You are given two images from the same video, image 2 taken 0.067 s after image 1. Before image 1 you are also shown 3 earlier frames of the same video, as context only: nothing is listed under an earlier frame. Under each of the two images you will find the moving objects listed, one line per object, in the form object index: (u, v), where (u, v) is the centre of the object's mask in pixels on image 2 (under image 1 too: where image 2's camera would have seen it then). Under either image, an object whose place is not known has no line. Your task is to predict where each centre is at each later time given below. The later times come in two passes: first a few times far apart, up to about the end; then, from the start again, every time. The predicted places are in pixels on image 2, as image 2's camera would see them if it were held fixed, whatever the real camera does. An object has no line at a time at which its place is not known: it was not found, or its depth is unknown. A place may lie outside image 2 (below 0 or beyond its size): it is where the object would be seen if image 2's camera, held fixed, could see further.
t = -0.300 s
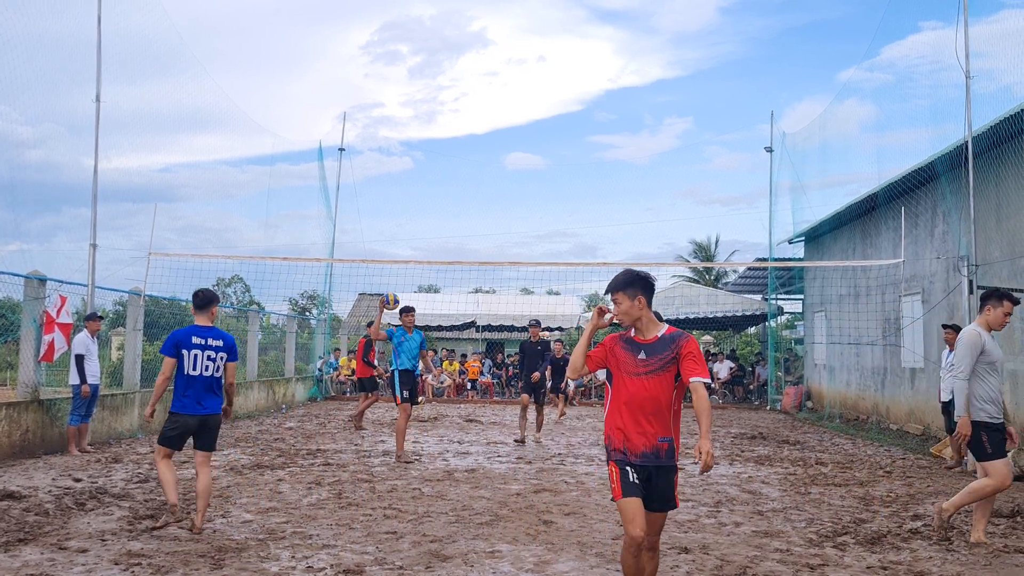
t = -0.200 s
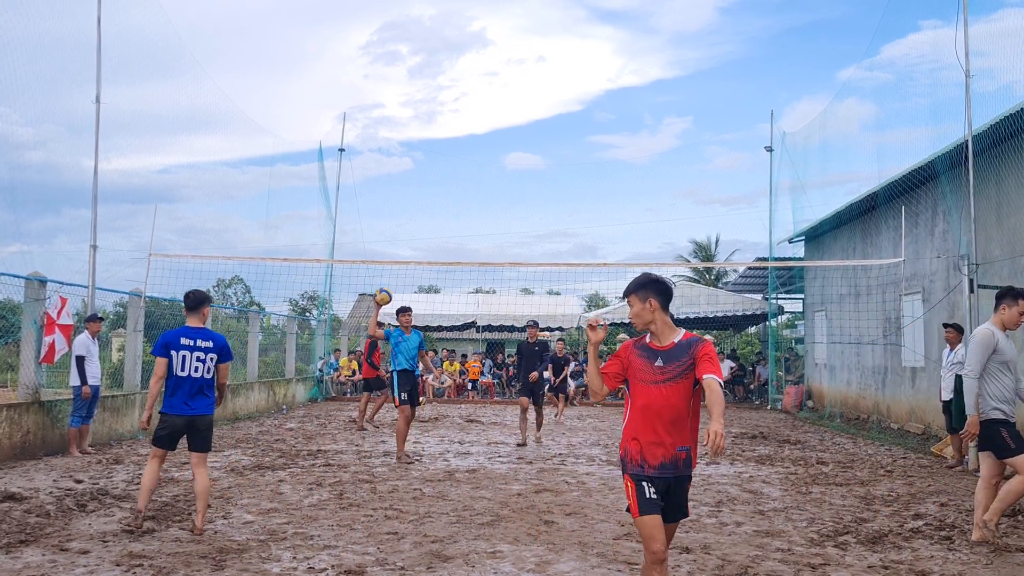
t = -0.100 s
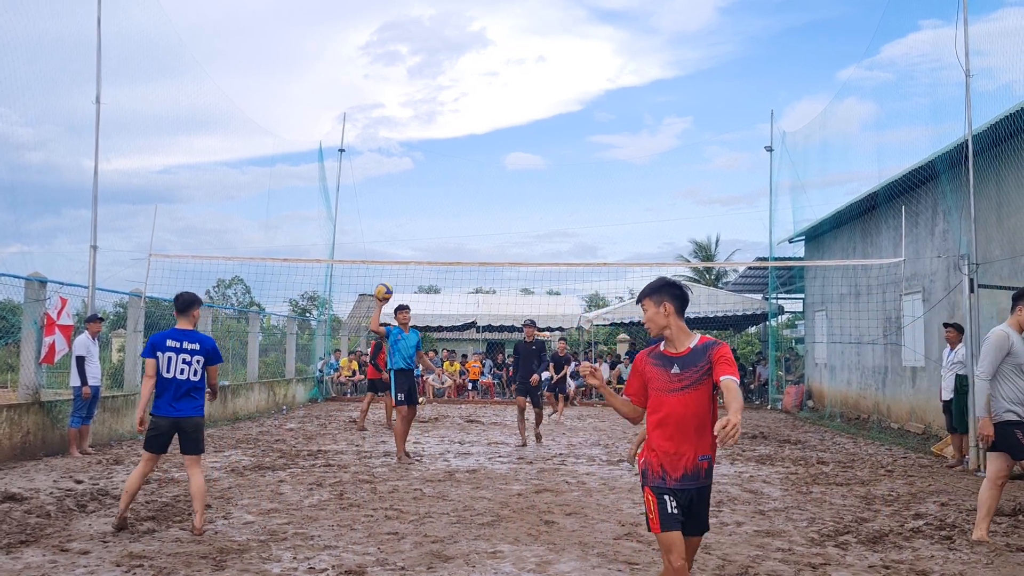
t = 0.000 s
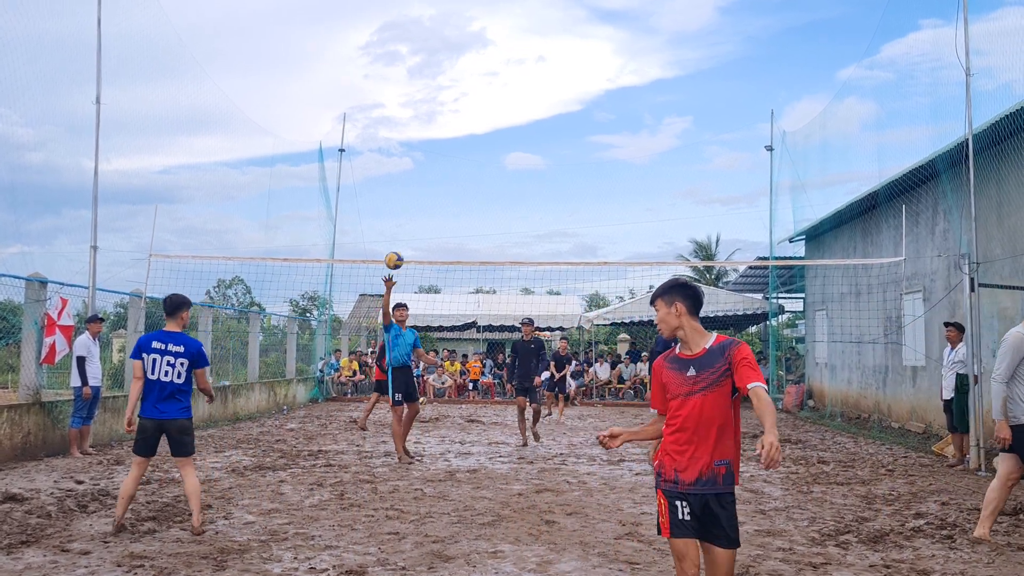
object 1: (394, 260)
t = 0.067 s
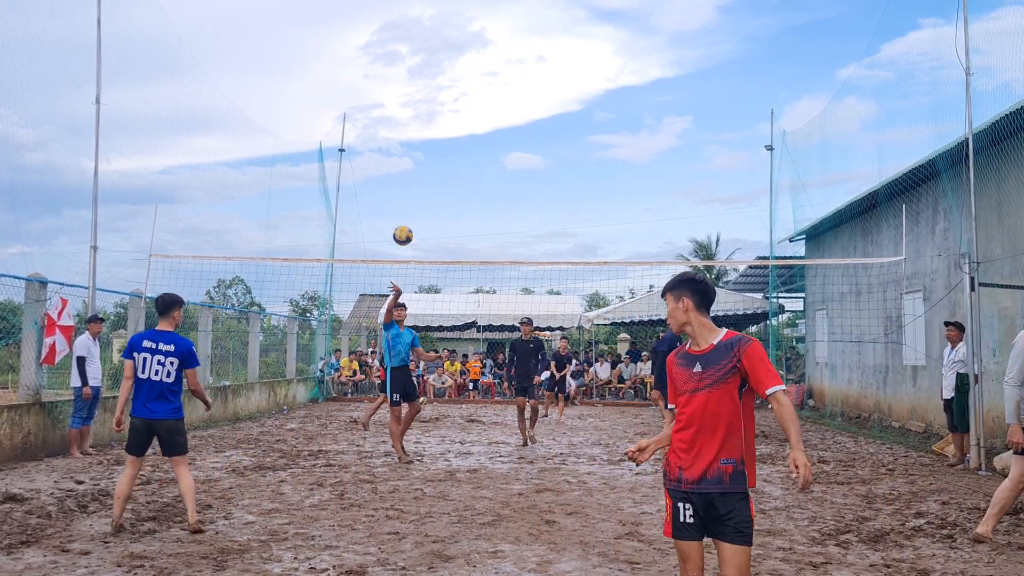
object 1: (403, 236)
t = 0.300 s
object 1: (441, 167)
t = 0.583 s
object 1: (514, 144)
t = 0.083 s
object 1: (405, 230)
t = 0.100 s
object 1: (407, 224)
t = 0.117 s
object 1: (410, 218)
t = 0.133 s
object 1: (412, 213)
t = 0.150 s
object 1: (415, 207)
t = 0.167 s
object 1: (417, 202)
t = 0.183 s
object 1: (420, 197)
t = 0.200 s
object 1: (423, 192)
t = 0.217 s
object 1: (426, 187)
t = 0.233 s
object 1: (429, 183)
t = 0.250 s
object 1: (432, 179)
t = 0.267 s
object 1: (435, 175)
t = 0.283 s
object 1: (438, 171)
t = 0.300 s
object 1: (441, 167)
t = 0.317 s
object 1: (444, 163)
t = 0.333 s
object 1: (448, 160)
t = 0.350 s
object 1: (451, 157)
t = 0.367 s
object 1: (455, 154)
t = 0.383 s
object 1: (459, 151)
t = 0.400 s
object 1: (462, 149)
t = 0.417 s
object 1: (466, 147)
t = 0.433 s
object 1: (471, 145)
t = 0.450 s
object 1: (475, 144)
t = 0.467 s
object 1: (479, 142)
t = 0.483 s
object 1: (484, 142)
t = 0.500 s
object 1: (489, 141)
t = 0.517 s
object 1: (493, 141)
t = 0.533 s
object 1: (499, 141)
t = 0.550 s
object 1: (504, 142)
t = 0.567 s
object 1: (509, 143)
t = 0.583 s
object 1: (514, 144)
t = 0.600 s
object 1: (520, 146)
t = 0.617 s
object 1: (526, 149)
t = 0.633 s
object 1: (533, 151)
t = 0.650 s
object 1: (539, 155)
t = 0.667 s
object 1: (546, 159)
